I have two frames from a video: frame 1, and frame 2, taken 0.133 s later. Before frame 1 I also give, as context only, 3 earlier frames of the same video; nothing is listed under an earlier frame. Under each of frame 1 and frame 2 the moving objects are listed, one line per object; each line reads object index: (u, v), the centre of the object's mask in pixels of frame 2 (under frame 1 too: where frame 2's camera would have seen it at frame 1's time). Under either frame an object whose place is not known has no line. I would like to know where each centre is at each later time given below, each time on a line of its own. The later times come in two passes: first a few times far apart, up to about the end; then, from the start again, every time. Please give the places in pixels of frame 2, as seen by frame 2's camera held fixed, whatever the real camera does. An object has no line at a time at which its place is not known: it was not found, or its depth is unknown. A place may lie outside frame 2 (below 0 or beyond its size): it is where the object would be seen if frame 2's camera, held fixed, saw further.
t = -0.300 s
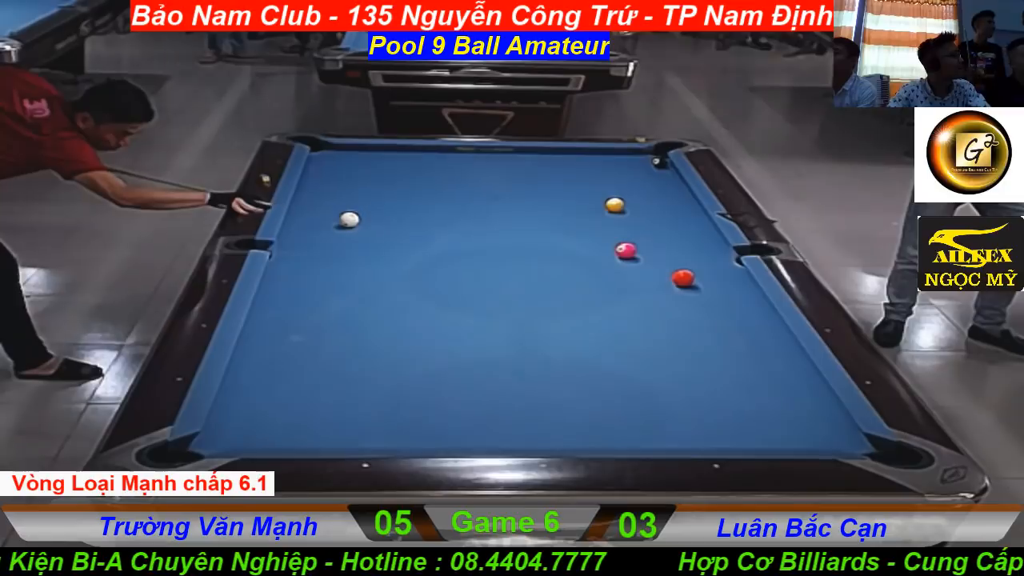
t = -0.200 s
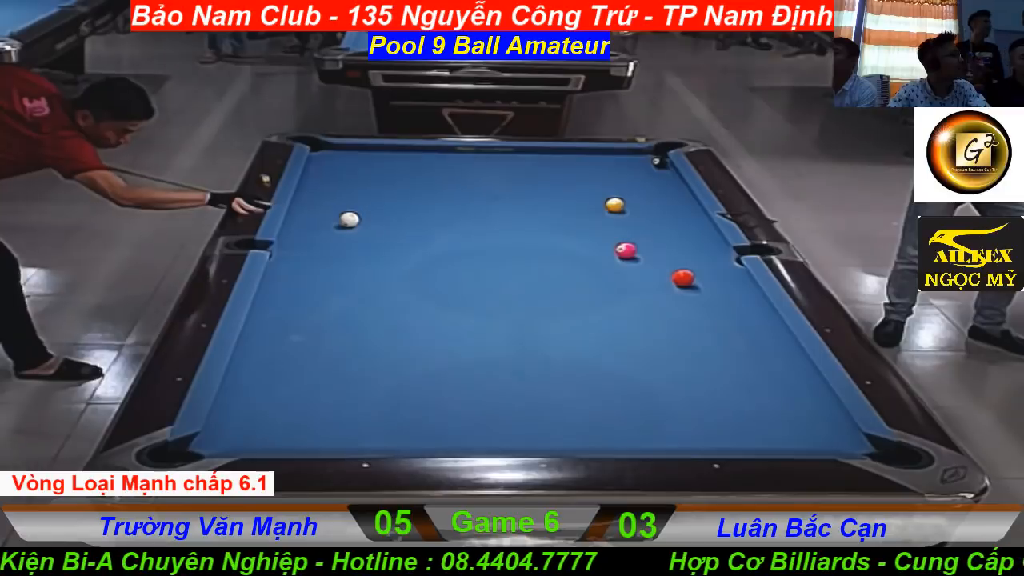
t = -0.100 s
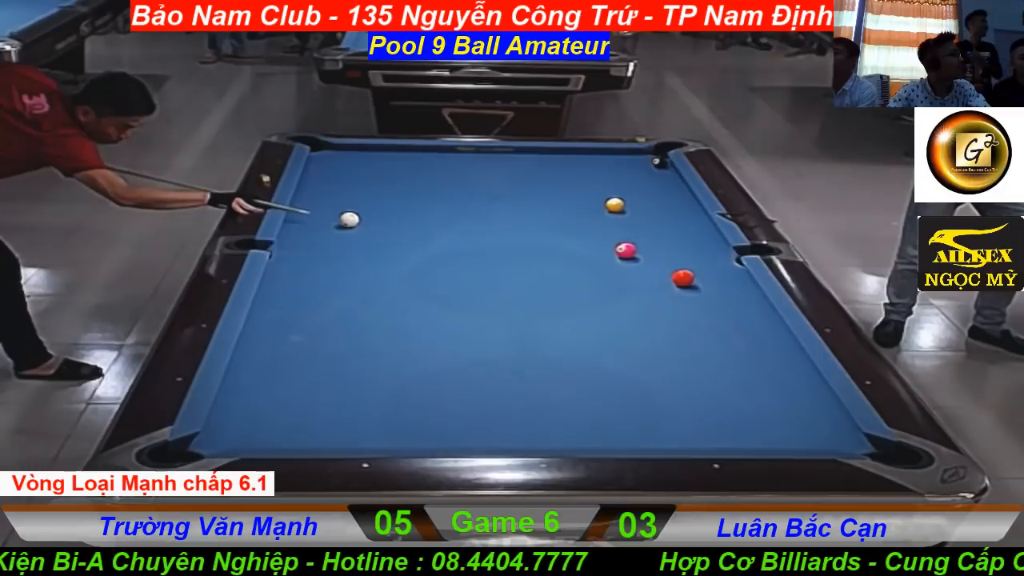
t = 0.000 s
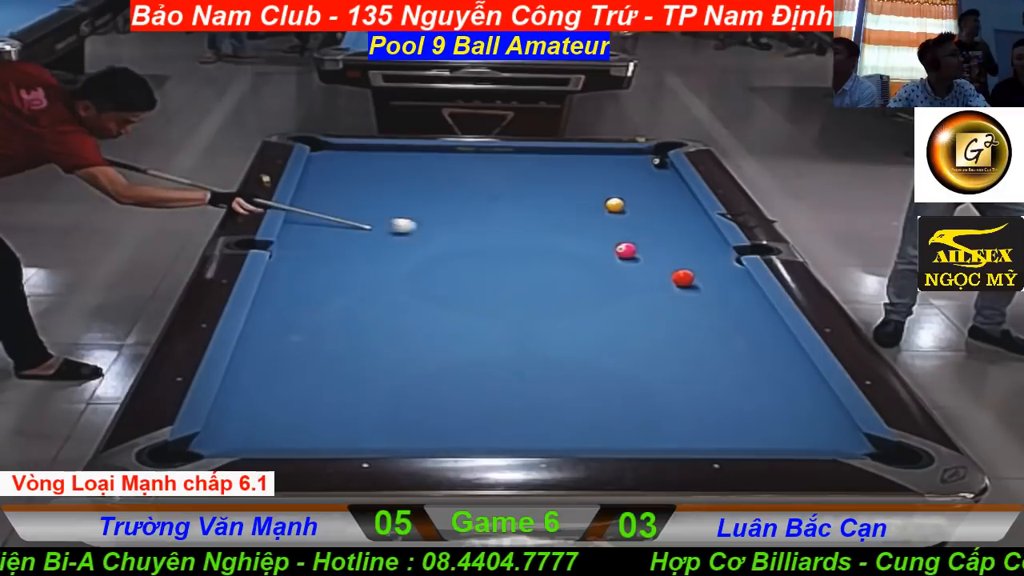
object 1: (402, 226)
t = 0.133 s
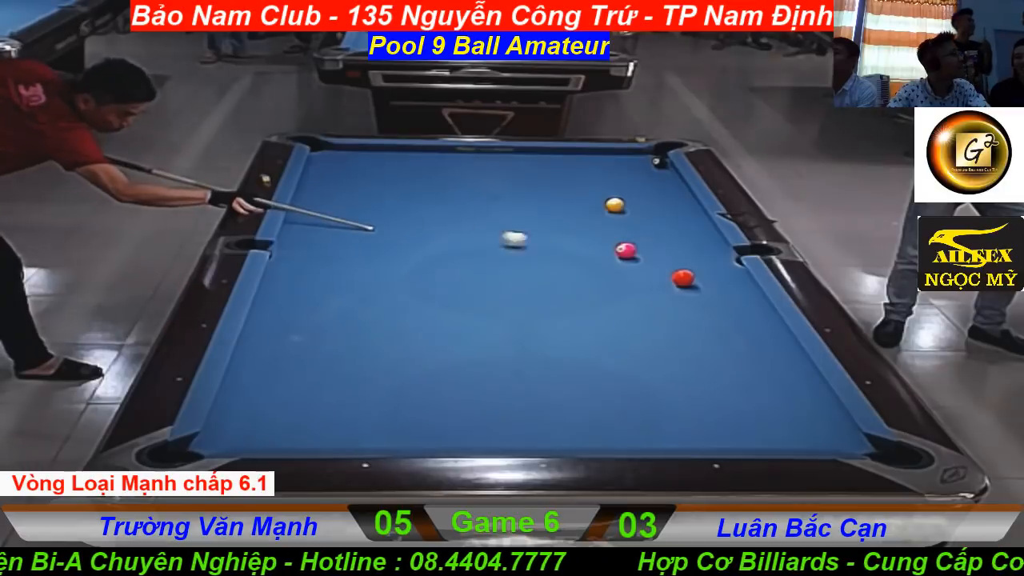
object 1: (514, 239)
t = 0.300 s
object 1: (606, 253)
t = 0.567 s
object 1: (604, 263)
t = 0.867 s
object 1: (602, 275)
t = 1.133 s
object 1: (601, 285)
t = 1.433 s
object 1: (599, 296)
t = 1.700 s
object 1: (598, 306)
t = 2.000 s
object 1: (597, 316)
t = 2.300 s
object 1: (596, 325)
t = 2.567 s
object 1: (595, 332)
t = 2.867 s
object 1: (594, 340)
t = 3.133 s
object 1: (593, 346)
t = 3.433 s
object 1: (593, 352)
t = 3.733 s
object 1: (593, 358)
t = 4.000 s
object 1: (593, 361)
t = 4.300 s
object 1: (595, 364)
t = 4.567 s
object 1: (595, 364)
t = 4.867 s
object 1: (595, 363)
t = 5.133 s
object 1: (595, 364)
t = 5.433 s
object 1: (595, 364)
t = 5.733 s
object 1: (595, 364)
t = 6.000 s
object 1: (595, 364)
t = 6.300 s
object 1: (595, 364)
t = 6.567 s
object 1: (595, 364)
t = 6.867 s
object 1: (595, 364)
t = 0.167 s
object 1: (540, 242)
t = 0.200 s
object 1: (566, 246)
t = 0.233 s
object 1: (591, 248)
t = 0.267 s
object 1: (606, 251)
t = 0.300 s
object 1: (606, 253)
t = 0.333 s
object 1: (606, 254)
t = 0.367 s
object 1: (606, 255)
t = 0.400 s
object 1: (606, 256)
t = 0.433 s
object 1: (605, 258)
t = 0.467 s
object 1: (605, 259)
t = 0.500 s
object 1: (605, 261)
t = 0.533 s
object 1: (604, 262)
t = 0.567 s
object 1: (604, 263)
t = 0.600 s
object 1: (604, 264)
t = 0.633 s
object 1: (604, 266)
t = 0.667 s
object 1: (603, 267)
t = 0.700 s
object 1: (603, 268)
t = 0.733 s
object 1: (603, 270)
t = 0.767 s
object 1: (603, 271)
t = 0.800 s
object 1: (603, 272)
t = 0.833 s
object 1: (603, 274)
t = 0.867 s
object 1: (602, 275)
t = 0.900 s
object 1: (602, 276)
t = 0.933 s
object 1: (602, 278)
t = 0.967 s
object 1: (602, 279)
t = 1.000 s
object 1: (602, 280)
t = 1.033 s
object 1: (602, 281)
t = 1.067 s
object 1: (601, 283)
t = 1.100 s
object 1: (601, 284)
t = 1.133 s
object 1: (601, 285)
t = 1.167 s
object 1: (601, 286)
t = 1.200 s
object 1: (601, 287)
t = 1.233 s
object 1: (601, 289)
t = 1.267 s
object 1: (600, 290)
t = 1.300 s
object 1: (600, 291)
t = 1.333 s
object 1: (600, 293)
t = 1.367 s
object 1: (600, 294)
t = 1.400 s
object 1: (600, 295)
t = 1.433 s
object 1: (599, 296)
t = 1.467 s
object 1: (599, 297)
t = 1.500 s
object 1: (599, 299)
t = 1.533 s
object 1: (599, 300)
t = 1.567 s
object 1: (599, 301)
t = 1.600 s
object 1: (599, 302)
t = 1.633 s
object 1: (599, 303)
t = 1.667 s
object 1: (598, 305)
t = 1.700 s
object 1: (598, 306)
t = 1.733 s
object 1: (598, 307)
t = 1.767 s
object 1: (598, 308)
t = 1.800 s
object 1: (598, 309)
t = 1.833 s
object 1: (598, 310)
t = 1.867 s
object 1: (598, 311)
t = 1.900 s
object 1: (598, 312)
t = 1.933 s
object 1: (597, 313)
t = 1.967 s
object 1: (597, 314)
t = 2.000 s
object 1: (597, 316)
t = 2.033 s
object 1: (597, 316)
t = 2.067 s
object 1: (596, 317)
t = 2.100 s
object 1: (596, 318)
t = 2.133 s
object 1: (596, 320)
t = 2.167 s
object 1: (596, 321)
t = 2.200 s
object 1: (596, 322)
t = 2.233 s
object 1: (596, 322)
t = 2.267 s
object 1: (595, 324)
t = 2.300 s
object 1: (596, 325)
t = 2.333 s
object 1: (595, 326)
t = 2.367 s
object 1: (595, 327)
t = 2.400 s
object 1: (595, 328)
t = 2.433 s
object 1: (595, 328)
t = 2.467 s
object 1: (595, 330)
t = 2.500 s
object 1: (595, 330)
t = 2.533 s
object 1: (595, 332)
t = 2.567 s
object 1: (595, 332)
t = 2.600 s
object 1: (594, 333)
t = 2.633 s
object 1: (594, 334)
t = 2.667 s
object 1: (594, 335)
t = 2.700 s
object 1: (594, 336)
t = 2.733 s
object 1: (594, 337)
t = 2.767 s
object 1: (594, 338)
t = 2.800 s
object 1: (594, 338)
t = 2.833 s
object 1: (594, 339)
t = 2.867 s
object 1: (594, 340)
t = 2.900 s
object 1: (594, 341)
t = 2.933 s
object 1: (593, 342)
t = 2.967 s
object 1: (593, 342)
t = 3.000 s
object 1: (593, 343)
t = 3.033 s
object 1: (593, 344)
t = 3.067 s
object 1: (593, 345)
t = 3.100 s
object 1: (593, 345)
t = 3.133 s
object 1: (593, 346)
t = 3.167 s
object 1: (593, 347)
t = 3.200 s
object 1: (593, 348)
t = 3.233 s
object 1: (593, 348)
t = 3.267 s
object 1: (593, 349)
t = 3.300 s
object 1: (593, 350)
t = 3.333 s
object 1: (593, 350)
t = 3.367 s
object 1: (593, 351)
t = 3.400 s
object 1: (593, 352)
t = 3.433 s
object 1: (593, 352)
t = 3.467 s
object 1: (593, 353)
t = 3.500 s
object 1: (593, 354)
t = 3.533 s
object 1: (593, 354)
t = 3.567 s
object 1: (593, 355)
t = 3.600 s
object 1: (592, 355)
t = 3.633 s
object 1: (592, 356)
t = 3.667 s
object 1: (592, 356)
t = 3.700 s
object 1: (593, 357)
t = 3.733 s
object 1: (593, 358)
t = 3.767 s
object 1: (593, 358)
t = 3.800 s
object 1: (593, 359)
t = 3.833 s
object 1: (593, 359)
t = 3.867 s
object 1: (593, 359)
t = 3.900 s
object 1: (593, 360)
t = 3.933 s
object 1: (593, 361)
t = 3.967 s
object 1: (593, 361)
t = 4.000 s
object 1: (593, 361)
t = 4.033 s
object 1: (594, 362)
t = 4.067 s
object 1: (594, 362)
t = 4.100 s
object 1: (594, 363)
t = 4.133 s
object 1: (594, 363)
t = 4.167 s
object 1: (594, 363)
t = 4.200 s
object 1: (594, 363)
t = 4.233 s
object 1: (595, 364)
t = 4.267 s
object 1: (595, 364)
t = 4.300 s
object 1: (595, 364)
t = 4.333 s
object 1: (595, 365)
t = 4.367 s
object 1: (595, 363)
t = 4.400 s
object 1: (595, 365)
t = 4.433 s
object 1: (595, 363)
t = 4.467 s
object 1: (595, 364)
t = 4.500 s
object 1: (594, 364)
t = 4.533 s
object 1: (595, 364)
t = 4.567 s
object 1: (595, 364)
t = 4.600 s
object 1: (595, 364)
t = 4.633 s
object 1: (595, 364)
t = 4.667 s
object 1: (595, 363)
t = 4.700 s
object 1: (595, 363)
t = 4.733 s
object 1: (595, 363)
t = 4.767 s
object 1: (595, 363)
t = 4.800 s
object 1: (595, 363)
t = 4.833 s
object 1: (595, 363)
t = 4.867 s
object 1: (595, 363)
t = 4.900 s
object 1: (595, 363)
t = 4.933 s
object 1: (595, 364)
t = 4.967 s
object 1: (595, 364)
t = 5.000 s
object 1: (595, 364)
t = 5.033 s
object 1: (595, 364)
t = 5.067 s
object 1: (595, 364)
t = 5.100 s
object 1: (595, 364)
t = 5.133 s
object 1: (595, 364)
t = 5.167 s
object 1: (595, 364)
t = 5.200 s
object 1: (595, 364)
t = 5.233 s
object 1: (595, 364)
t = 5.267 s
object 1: (595, 364)
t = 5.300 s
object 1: (595, 364)
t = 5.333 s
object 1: (595, 364)
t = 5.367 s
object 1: (595, 364)
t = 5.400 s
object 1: (595, 364)
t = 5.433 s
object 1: (595, 364)
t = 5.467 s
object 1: (595, 364)
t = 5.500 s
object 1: (595, 364)
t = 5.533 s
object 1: (595, 364)
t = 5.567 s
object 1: (595, 364)
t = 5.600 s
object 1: (595, 364)
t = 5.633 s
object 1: (595, 364)
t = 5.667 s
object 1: (595, 364)
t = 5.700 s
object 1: (595, 364)
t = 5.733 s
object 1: (595, 364)
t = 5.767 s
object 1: (595, 364)
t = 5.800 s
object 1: (595, 364)
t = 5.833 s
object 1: (595, 364)
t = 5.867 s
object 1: (595, 364)
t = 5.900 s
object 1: (595, 364)
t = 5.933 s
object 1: (595, 364)
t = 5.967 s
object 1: (595, 364)
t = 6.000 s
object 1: (595, 364)
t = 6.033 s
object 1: (595, 364)
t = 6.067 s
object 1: (595, 364)
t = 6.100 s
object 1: (595, 364)
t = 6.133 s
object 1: (595, 364)
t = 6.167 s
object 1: (595, 364)
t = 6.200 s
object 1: (595, 364)
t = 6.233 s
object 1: (595, 364)
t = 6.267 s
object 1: (595, 364)
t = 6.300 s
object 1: (595, 364)
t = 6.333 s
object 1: (595, 364)
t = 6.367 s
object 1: (595, 364)
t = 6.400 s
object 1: (595, 364)
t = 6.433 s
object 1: (595, 364)
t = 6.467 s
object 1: (595, 364)
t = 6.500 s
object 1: (595, 364)
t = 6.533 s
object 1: (595, 364)
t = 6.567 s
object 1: (595, 364)
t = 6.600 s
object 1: (595, 364)
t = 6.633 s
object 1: (595, 364)
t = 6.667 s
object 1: (595, 364)
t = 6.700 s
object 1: (595, 364)
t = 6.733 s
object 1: (595, 364)
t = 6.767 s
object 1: (595, 364)
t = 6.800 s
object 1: (595, 364)
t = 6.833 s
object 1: (595, 364)
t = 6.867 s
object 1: (595, 364)
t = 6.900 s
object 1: (595, 364)
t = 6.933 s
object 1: (595, 364)
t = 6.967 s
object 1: (595, 364)
